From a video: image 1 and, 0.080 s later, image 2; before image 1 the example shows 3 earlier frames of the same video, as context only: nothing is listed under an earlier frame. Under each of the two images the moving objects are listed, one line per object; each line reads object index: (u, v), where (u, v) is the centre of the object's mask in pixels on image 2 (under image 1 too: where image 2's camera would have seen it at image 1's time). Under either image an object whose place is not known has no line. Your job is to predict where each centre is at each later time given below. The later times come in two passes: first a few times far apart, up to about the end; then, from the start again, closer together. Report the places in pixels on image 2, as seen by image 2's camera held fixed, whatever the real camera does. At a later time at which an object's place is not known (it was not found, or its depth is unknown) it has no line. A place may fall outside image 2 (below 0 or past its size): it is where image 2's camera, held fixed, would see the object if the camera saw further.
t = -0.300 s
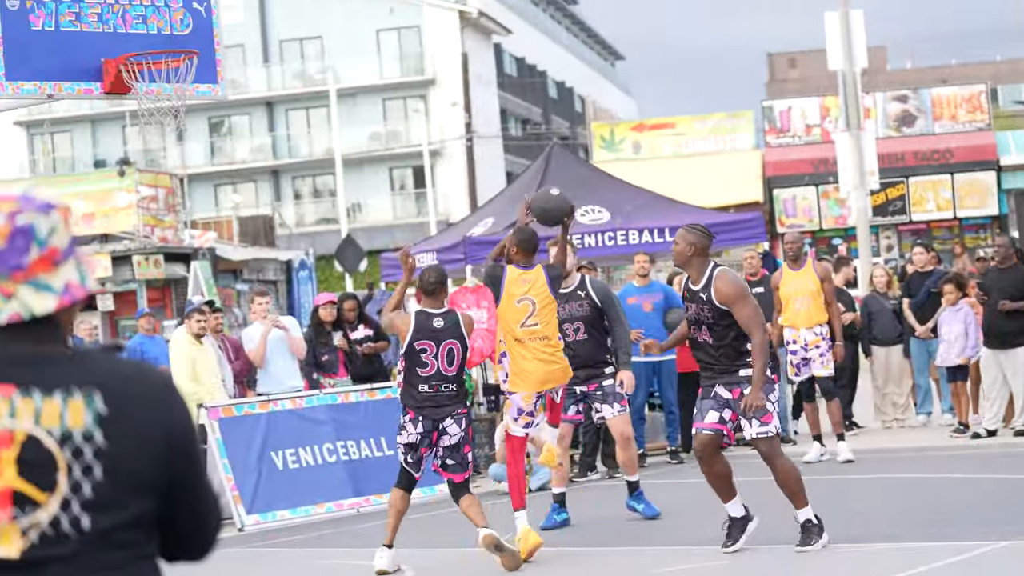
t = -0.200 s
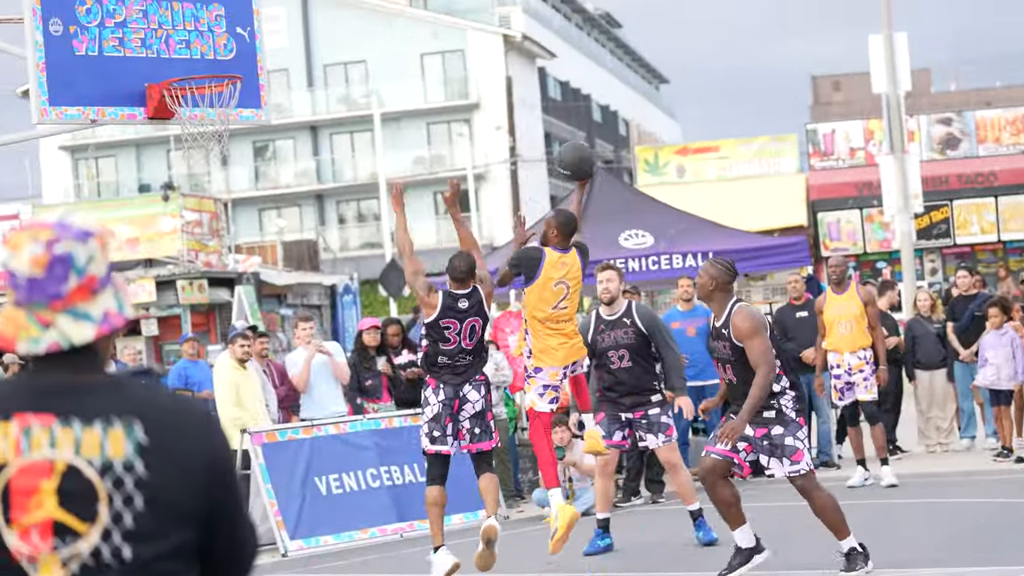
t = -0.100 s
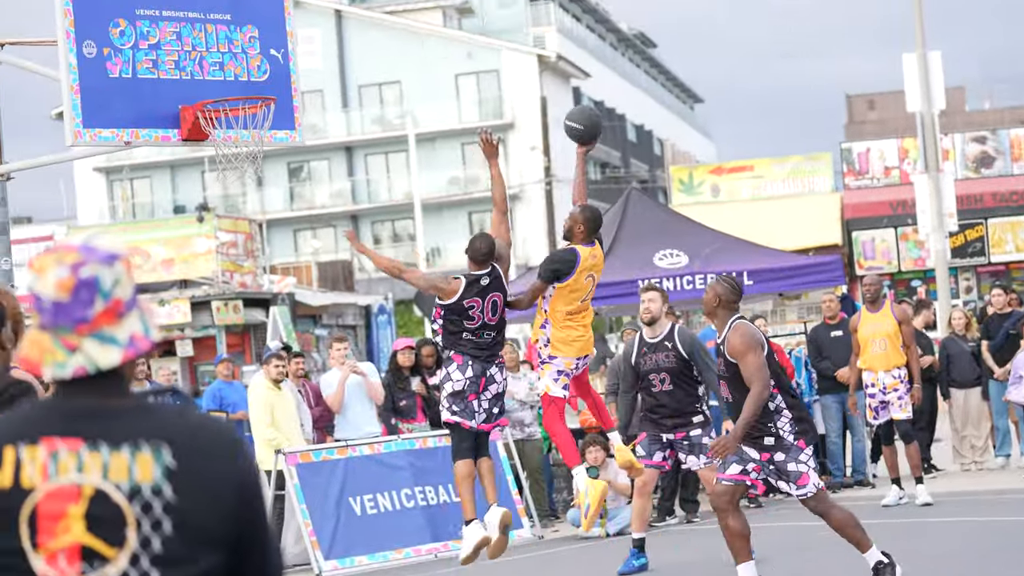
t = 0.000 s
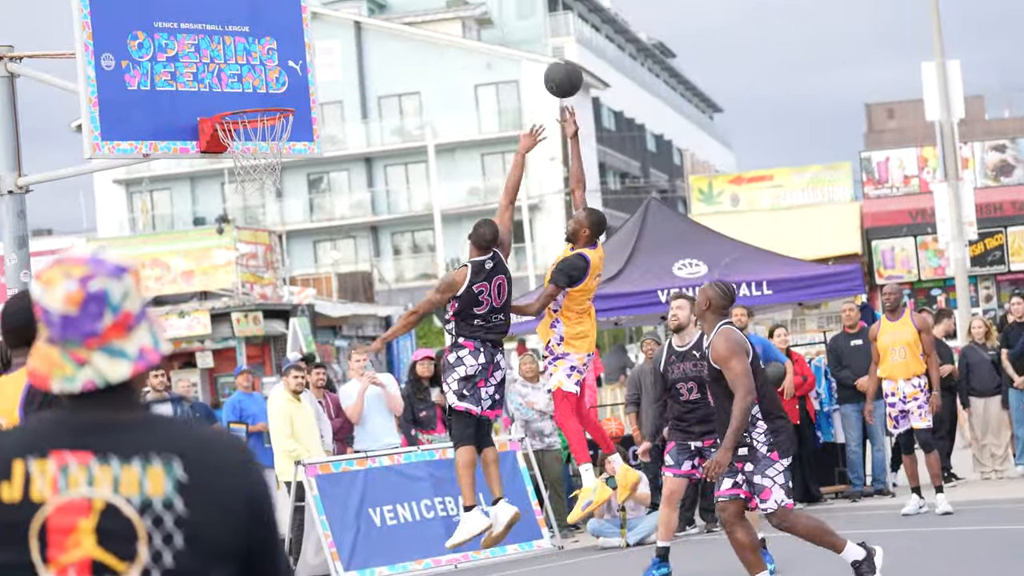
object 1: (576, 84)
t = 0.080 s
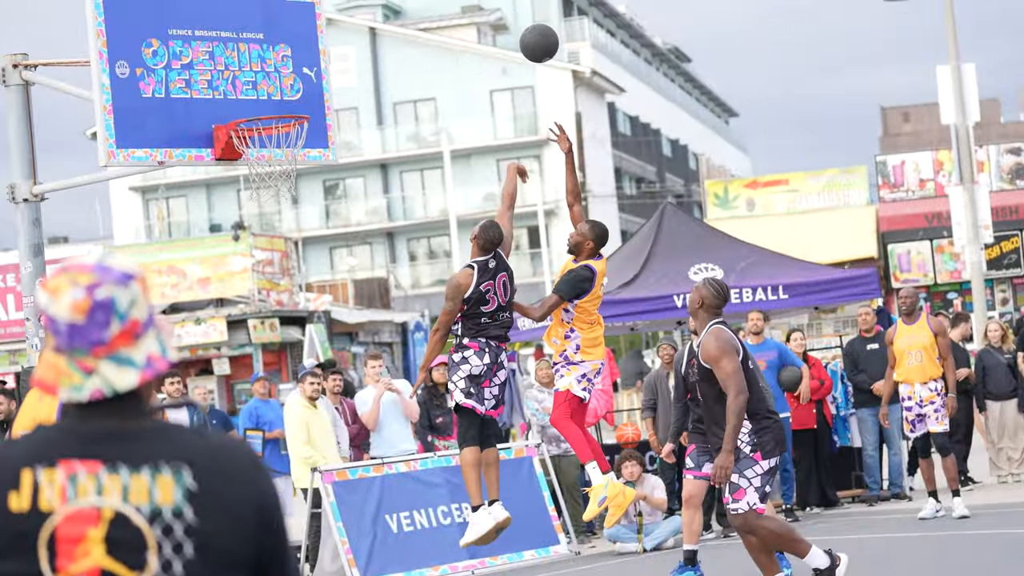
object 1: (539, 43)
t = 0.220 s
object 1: (474, -2)
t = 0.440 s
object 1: (377, -18)
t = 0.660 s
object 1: (283, 46)
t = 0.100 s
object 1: (530, 34)
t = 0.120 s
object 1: (521, 27)
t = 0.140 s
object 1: (511, 19)
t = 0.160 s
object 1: (502, 12)
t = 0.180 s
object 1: (493, 7)
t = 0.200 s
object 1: (484, 2)
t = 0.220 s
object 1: (474, -2)
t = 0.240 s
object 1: (465, -5)
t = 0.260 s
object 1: (456, -7)
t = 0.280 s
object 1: (447, -10)
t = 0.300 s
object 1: (438, -12)
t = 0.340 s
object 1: (421, -17)
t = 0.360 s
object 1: (412, -19)
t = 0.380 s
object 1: (403, -20)
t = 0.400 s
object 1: (394, -20)
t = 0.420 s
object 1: (386, -20)
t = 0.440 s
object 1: (377, -18)
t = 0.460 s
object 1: (368, -15)
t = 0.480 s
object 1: (359, -12)
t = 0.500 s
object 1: (349, -8)
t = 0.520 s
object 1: (340, -4)
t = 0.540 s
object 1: (332, 1)
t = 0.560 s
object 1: (324, 7)
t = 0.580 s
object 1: (315, 14)
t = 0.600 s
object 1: (307, 21)
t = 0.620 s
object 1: (299, 28)
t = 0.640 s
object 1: (291, 36)
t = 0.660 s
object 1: (283, 46)
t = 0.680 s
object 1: (275, 56)
